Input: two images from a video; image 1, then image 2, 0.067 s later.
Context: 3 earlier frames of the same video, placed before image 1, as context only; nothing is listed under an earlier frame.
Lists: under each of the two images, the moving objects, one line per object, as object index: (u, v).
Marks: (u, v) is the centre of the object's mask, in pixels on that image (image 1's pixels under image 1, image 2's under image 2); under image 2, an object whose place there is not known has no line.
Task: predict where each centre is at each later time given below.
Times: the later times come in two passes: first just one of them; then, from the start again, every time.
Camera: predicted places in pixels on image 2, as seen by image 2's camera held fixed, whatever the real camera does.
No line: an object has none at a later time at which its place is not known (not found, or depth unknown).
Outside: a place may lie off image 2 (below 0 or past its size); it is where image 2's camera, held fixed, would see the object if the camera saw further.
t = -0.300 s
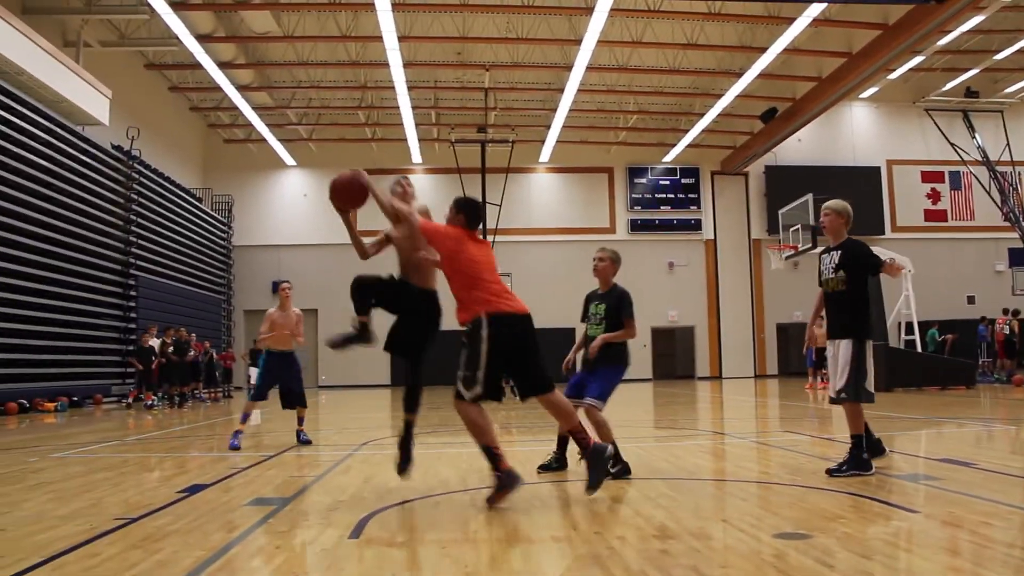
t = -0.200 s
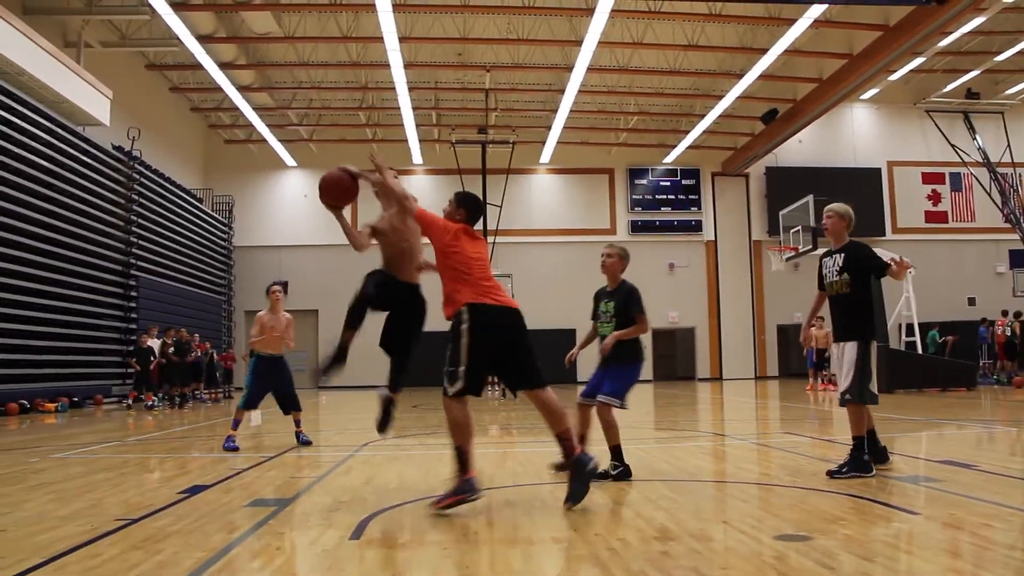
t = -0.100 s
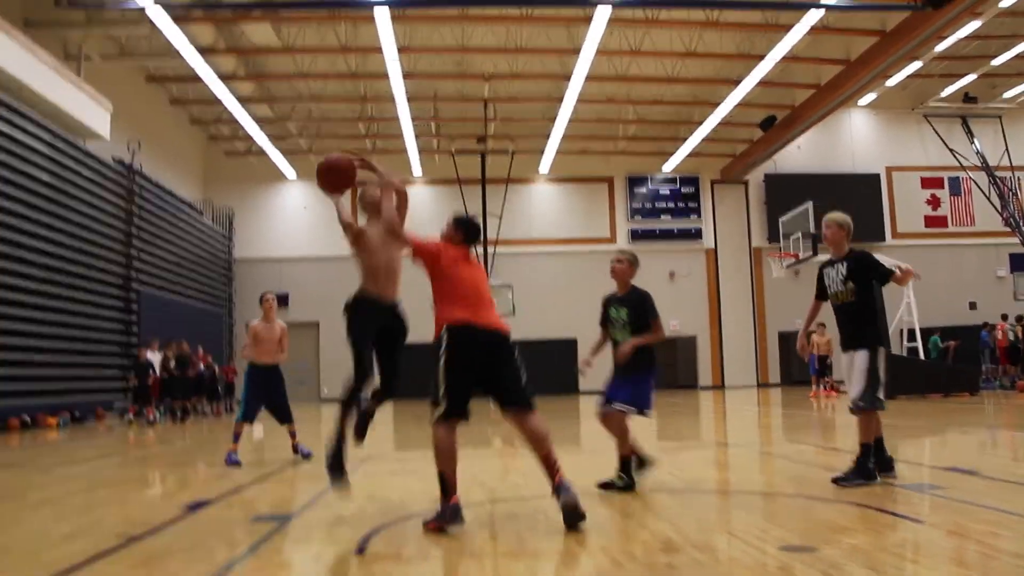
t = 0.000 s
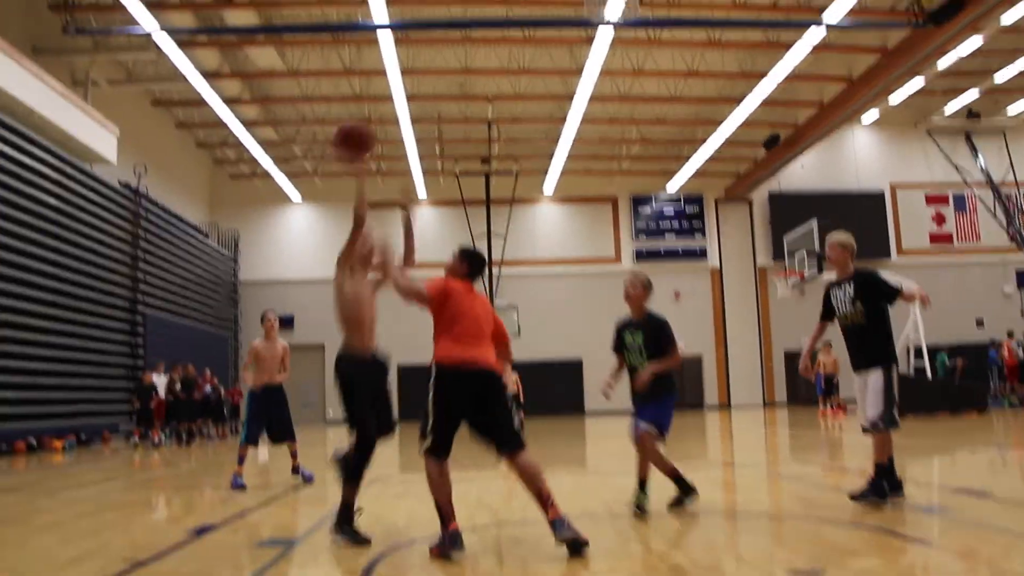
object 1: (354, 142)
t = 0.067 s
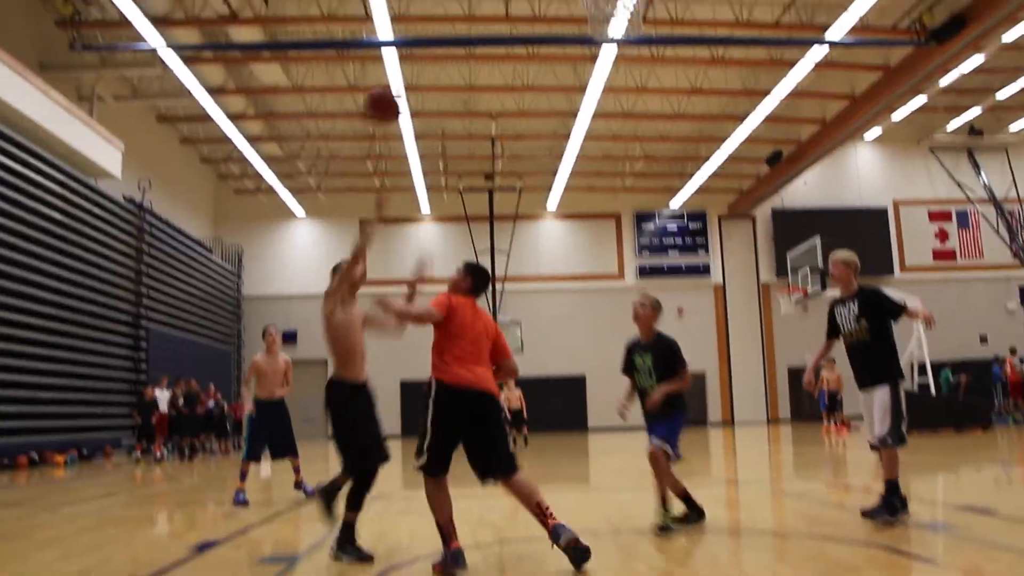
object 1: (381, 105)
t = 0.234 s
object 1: (456, 1)
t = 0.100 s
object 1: (399, 82)
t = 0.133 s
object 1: (414, 58)
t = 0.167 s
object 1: (426, 36)
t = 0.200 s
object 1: (440, 19)
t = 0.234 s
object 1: (456, 1)
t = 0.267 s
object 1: (469, -13)
